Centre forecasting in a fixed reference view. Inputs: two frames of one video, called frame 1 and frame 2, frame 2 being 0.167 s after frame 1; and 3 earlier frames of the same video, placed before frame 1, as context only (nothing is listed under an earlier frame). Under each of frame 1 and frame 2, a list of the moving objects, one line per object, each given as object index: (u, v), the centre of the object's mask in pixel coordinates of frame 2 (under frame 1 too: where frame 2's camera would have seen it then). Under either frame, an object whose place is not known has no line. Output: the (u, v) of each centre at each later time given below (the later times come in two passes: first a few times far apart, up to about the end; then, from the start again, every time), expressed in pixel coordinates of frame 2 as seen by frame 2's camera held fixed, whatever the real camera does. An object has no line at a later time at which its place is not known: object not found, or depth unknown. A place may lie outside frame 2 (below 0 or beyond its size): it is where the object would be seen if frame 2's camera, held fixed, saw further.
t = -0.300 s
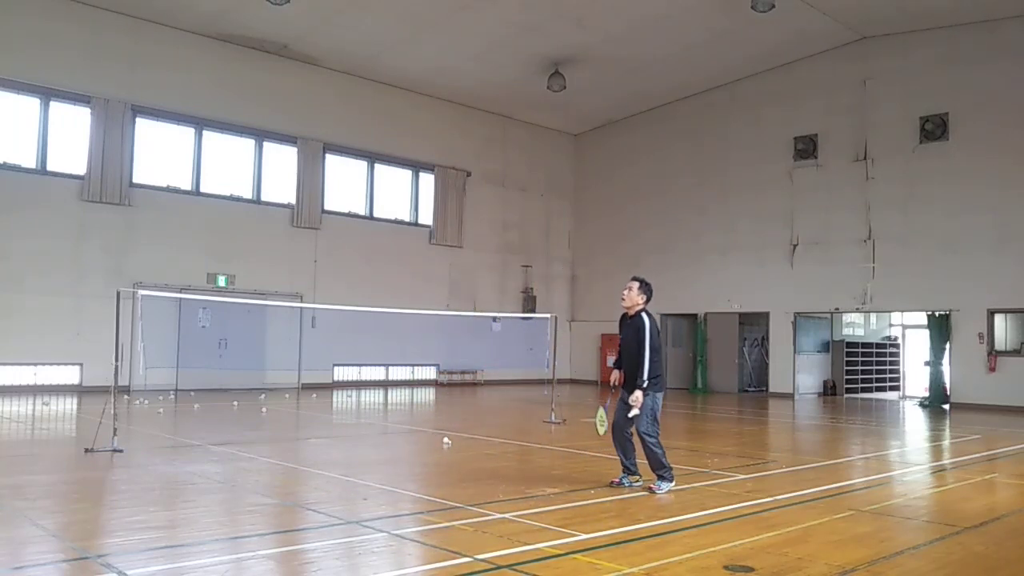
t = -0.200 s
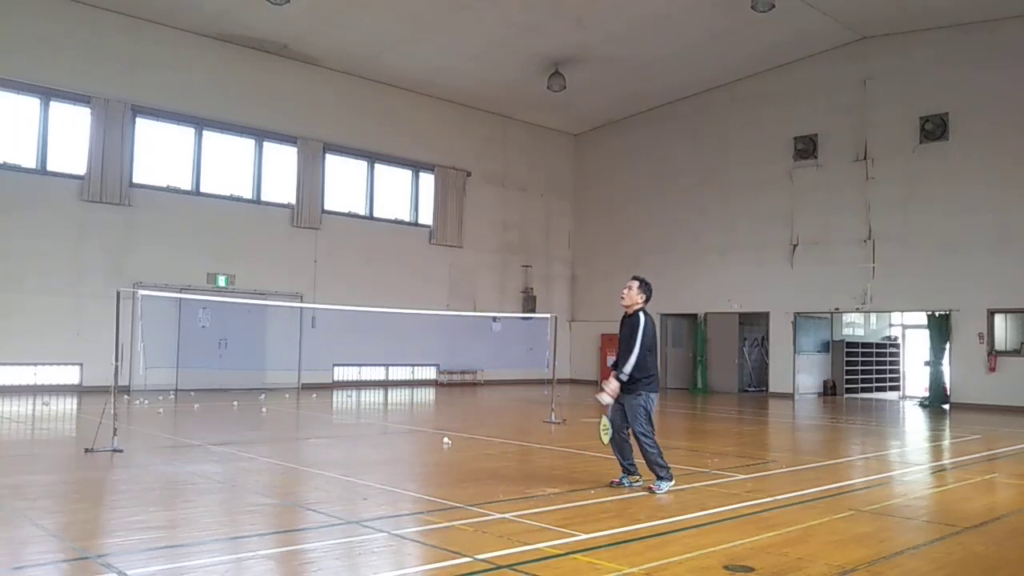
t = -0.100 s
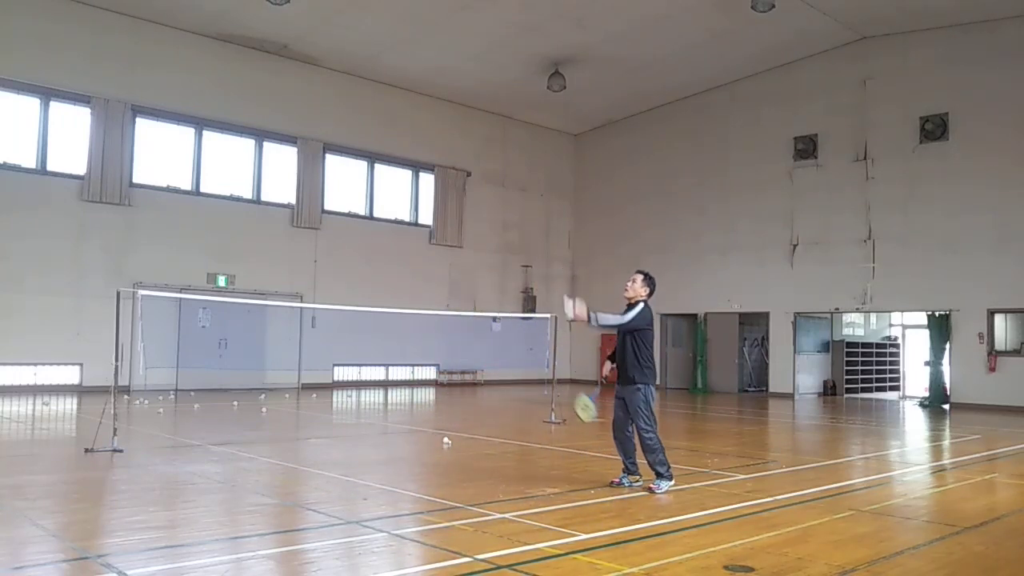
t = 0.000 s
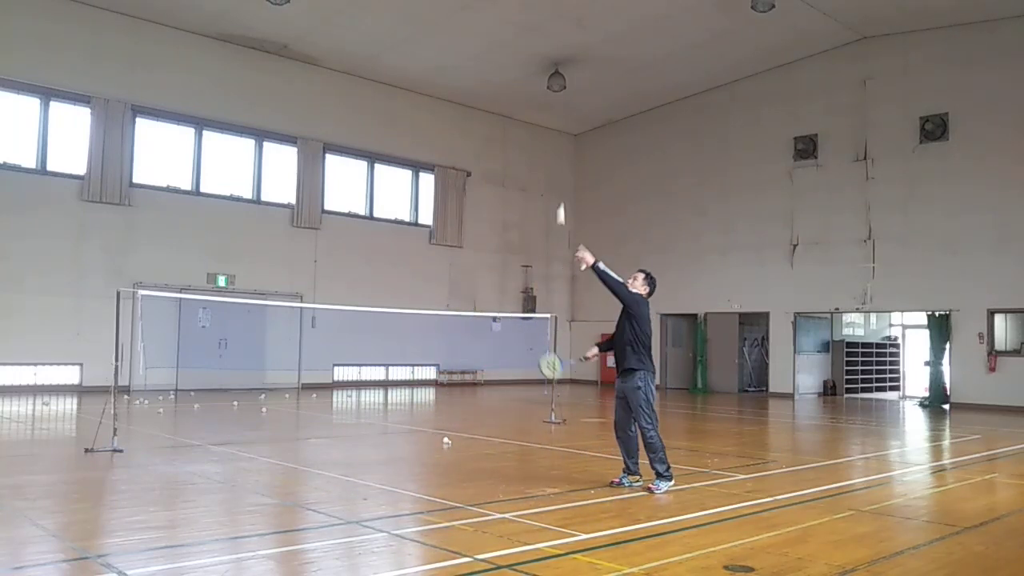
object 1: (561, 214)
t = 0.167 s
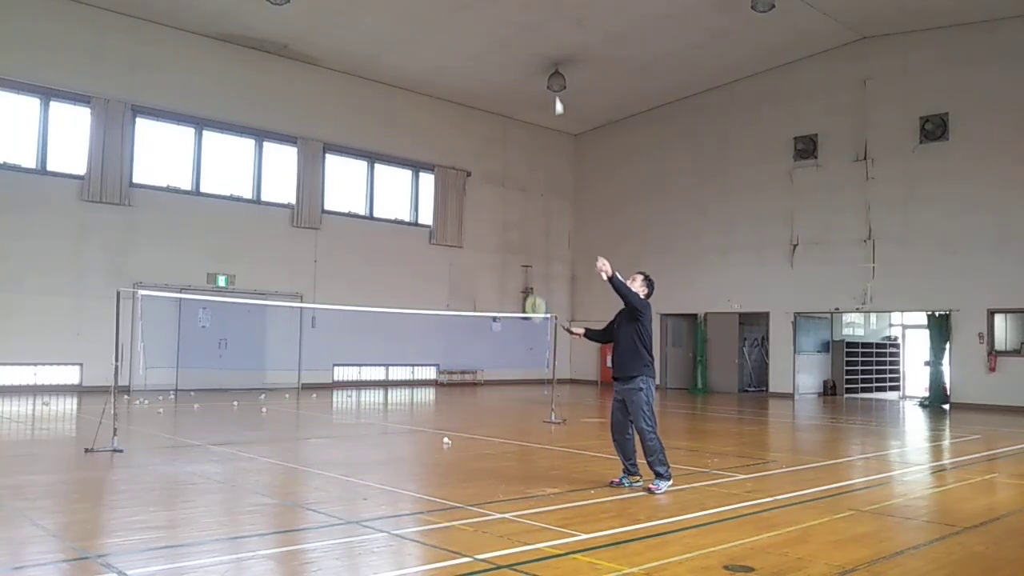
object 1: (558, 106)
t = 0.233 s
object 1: (556, 76)
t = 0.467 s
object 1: (546, 19)
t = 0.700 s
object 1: (535, 28)
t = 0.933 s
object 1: (523, 93)
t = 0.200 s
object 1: (557, 91)
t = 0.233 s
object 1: (556, 76)
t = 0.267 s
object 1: (554, 64)
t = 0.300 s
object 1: (553, 53)
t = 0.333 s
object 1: (552, 43)
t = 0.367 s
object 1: (550, 35)
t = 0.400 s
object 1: (549, 28)
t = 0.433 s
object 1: (547, 23)
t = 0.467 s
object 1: (546, 19)
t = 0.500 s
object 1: (545, 16)
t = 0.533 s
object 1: (543, 14)
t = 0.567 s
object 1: (542, 15)
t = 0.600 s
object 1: (540, 16)
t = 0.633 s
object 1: (539, 18)
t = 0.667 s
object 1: (537, 22)
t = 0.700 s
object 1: (535, 28)
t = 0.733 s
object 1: (534, 35)
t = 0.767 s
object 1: (532, 42)
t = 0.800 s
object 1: (531, 50)
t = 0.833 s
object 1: (530, 58)
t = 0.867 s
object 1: (528, 67)
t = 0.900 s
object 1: (526, 79)
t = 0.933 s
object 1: (523, 93)
